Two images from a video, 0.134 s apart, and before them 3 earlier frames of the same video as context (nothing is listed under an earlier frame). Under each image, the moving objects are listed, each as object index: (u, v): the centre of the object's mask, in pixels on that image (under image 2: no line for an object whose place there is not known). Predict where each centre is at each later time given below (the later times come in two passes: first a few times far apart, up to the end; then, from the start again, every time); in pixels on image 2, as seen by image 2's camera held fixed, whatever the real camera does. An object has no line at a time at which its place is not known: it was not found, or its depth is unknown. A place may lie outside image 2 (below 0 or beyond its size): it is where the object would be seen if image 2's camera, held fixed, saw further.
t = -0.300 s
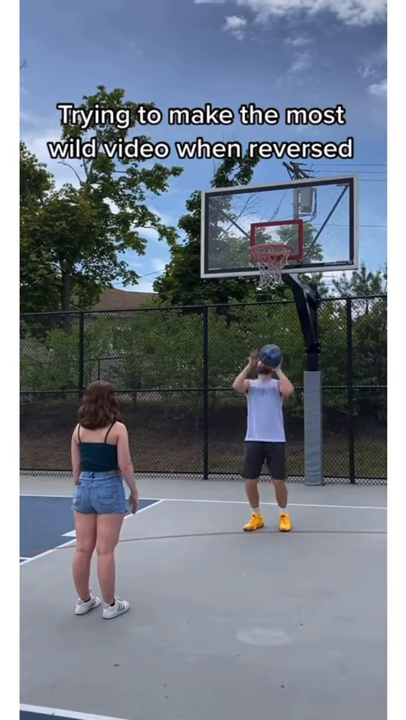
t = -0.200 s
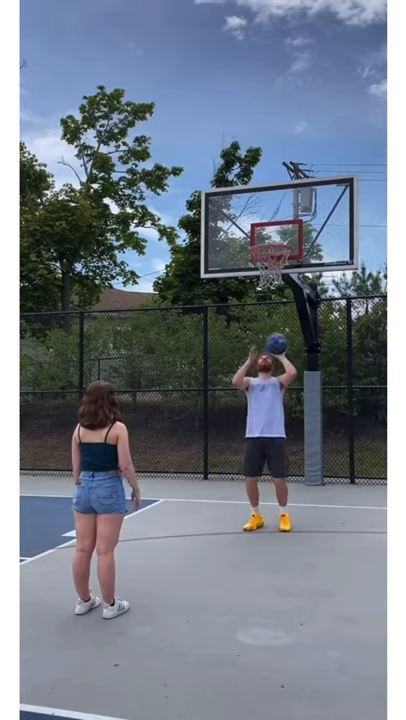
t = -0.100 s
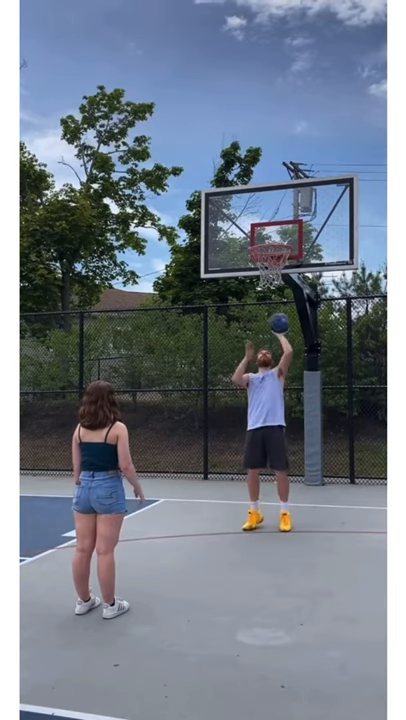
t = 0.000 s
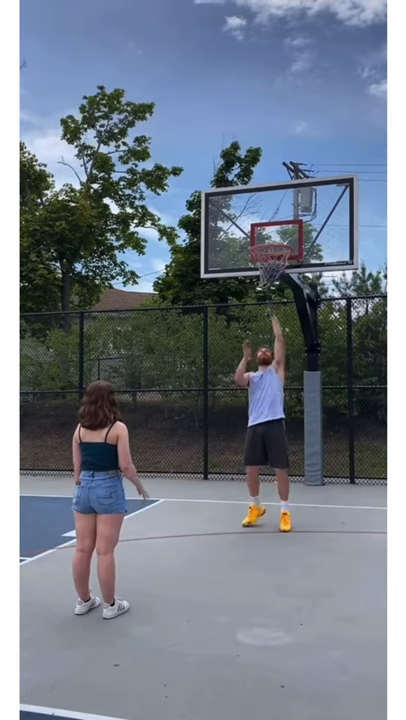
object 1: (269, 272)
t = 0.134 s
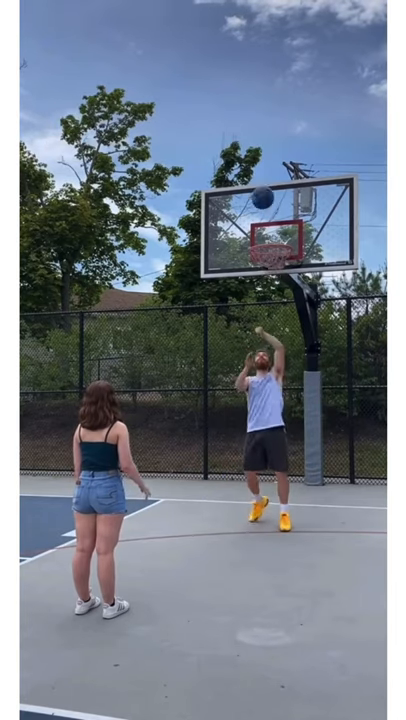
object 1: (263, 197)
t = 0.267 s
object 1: (251, 136)
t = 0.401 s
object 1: (238, 88)
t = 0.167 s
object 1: (260, 181)
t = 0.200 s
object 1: (257, 165)
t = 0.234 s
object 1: (254, 150)
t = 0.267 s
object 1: (251, 136)
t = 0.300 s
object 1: (247, 123)
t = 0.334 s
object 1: (244, 110)
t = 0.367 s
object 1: (241, 99)
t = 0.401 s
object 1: (238, 88)
